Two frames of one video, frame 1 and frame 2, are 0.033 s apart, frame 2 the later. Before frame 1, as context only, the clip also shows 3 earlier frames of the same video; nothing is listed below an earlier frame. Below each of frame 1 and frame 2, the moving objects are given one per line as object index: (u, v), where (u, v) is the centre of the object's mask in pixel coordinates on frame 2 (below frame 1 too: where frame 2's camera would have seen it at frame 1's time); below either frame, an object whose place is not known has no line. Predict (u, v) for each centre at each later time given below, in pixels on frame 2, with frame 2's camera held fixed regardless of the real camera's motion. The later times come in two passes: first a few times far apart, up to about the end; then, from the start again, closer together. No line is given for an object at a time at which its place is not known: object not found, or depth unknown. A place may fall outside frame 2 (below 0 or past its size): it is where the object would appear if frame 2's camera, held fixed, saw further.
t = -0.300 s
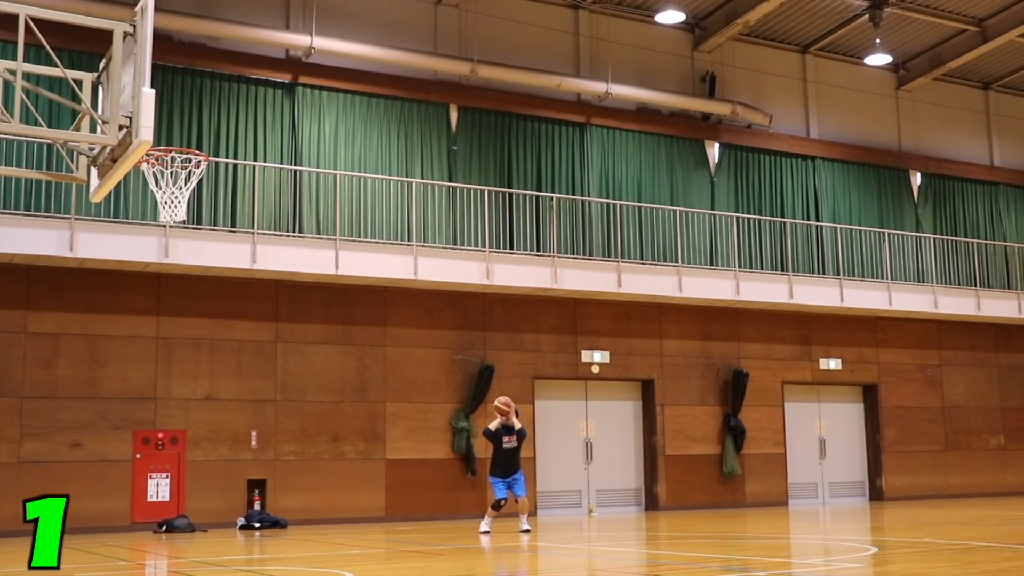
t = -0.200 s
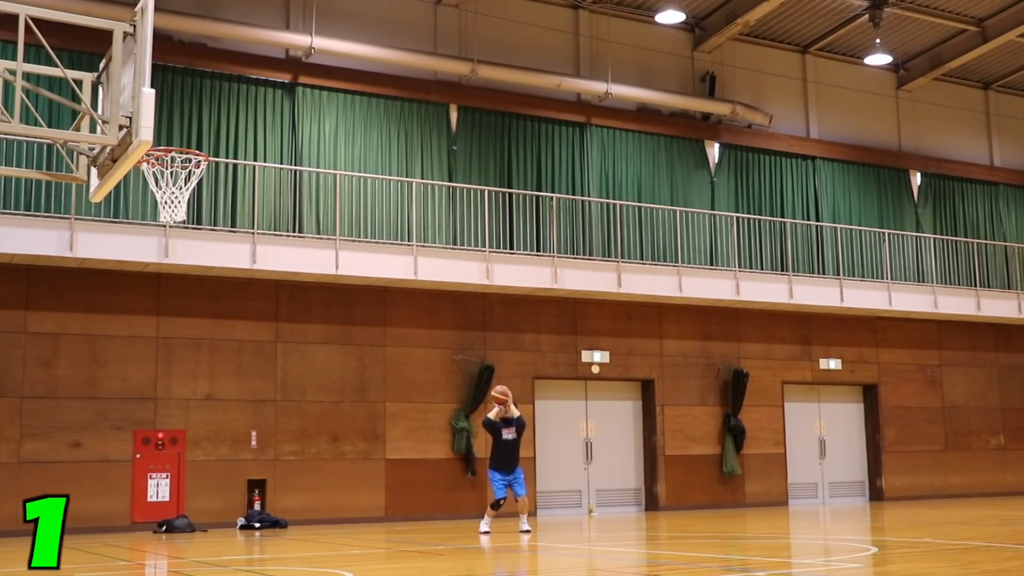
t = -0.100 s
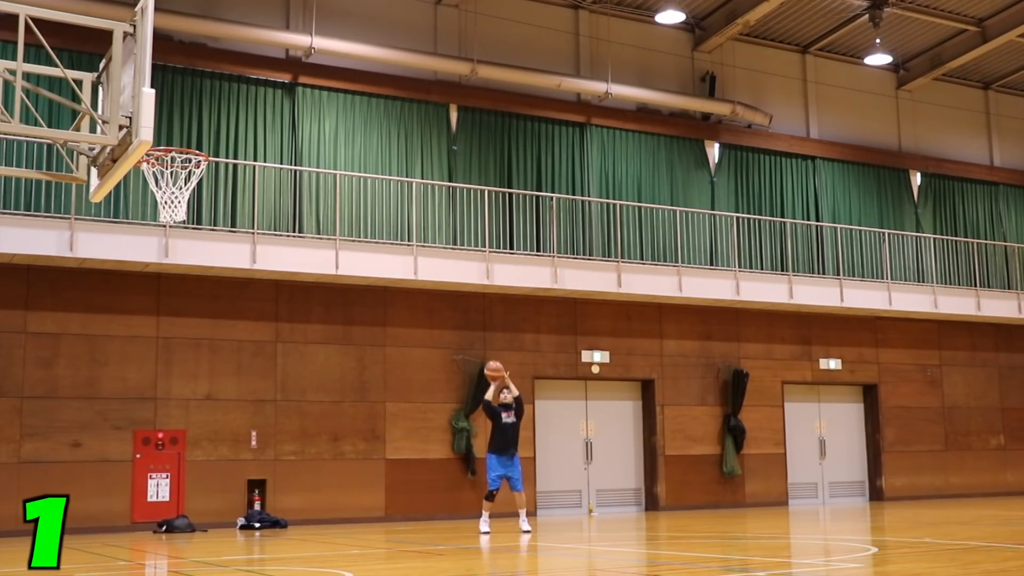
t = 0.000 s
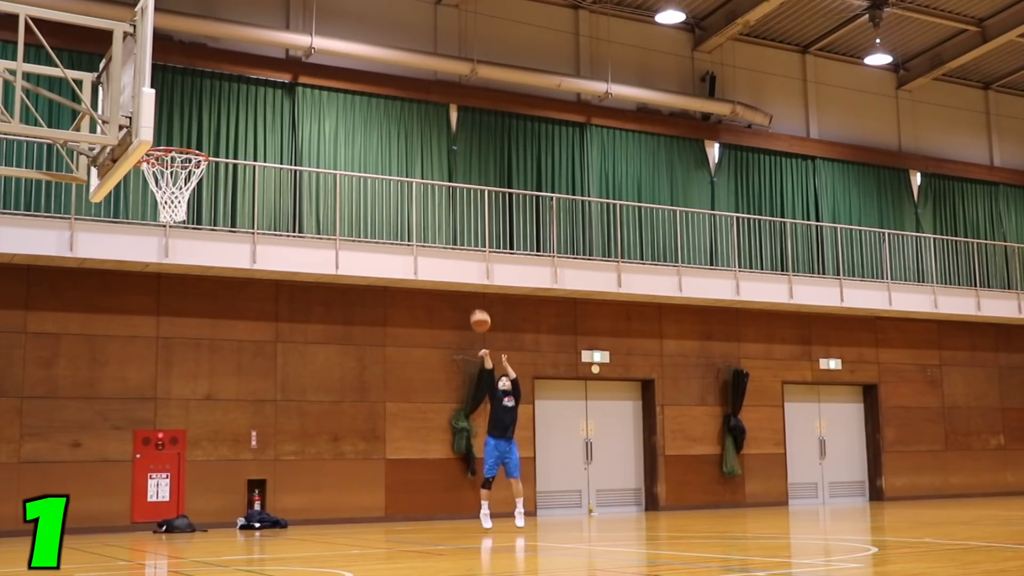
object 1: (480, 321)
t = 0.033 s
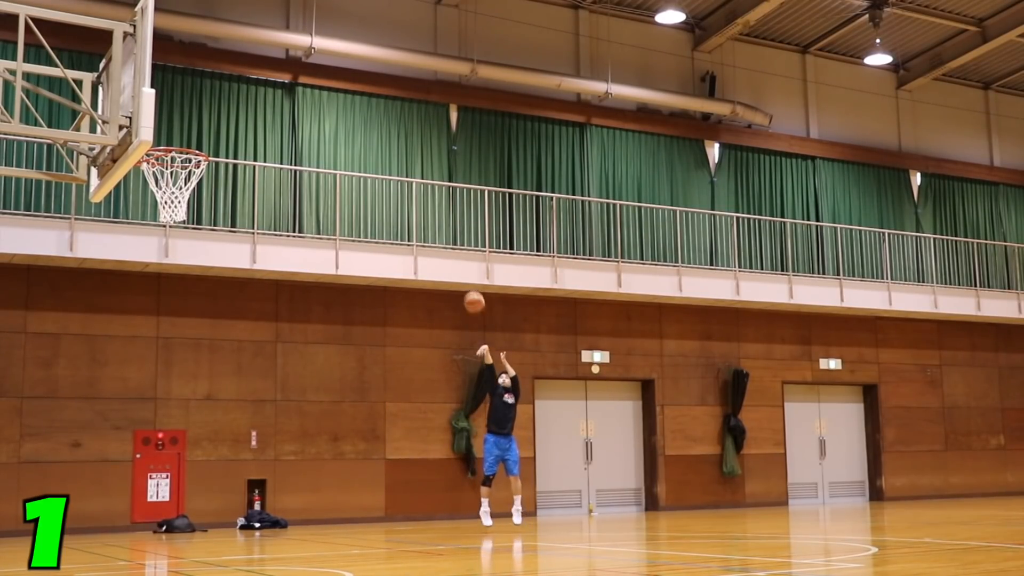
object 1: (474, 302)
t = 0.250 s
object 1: (434, 198)
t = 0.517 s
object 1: (377, 108)
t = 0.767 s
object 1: (311, 71)
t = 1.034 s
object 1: (222, 100)
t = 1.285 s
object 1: (192, 203)
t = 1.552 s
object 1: (197, 199)
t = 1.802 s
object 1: (186, 273)
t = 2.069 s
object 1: (169, 451)
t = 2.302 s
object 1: (114, 479)
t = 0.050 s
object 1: (471, 294)
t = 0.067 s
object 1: (468, 285)
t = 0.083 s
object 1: (465, 276)
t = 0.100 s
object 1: (462, 268)
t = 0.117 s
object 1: (459, 259)
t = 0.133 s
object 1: (456, 250)
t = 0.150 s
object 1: (453, 243)
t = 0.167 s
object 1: (450, 234)
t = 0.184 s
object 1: (447, 227)
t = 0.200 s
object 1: (444, 220)
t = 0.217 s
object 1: (441, 213)
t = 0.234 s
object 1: (437, 205)
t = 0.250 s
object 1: (434, 198)
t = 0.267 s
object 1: (431, 191)
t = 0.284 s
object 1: (428, 184)
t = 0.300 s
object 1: (424, 177)
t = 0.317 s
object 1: (421, 171)
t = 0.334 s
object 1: (417, 165)
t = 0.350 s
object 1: (414, 159)
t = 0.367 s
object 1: (410, 153)
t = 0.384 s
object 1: (407, 147)
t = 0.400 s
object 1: (403, 141)
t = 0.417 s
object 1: (400, 136)
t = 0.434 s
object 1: (396, 131)
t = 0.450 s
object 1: (392, 126)
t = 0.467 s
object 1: (389, 121)
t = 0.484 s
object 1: (385, 116)
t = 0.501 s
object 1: (381, 112)
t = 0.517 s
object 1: (377, 108)
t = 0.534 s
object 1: (373, 103)
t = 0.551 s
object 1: (368, 99)
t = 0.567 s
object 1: (365, 96)
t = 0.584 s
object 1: (361, 93)
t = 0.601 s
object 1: (356, 89)
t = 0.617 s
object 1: (352, 86)
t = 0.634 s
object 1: (347, 83)
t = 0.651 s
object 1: (343, 81)
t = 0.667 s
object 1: (339, 79)
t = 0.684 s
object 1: (334, 77)
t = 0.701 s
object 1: (329, 75)
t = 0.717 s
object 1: (325, 73)
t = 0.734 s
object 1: (320, 71)
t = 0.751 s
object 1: (315, 71)
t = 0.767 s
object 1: (311, 71)
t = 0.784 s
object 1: (306, 70)
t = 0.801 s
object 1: (301, 70)
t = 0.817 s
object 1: (296, 70)
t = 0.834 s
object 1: (291, 70)
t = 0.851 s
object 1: (286, 71)
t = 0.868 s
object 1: (281, 72)
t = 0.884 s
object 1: (275, 74)
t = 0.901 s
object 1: (269, 75)
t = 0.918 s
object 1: (264, 77)
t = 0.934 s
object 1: (258, 79)
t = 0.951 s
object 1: (252, 82)
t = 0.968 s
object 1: (247, 84)
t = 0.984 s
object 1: (240, 88)
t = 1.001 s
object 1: (234, 91)
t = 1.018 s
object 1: (229, 95)
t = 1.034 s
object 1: (222, 100)
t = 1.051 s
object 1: (215, 105)
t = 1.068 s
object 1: (209, 110)
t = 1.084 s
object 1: (202, 115)
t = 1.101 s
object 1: (195, 122)
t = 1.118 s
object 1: (188, 128)
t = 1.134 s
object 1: (181, 134)
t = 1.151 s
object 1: (173, 138)
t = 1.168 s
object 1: (168, 141)
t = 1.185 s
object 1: (163, 158)
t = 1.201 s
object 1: (169, 169)
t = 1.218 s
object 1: (176, 177)
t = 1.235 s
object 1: (184, 187)
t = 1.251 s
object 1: (188, 196)
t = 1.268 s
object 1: (191, 207)
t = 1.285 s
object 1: (192, 203)
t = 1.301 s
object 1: (196, 202)
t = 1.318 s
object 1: (197, 200)
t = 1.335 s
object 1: (196, 198)
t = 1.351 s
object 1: (197, 195)
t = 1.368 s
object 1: (196, 194)
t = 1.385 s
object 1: (198, 194)
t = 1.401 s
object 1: (198, 194)
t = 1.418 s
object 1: (197, 187)
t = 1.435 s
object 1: (199, 193)
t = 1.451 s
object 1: (196, 188)
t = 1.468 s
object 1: (201, 195)
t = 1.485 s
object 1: (201, 197)
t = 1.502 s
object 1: (202, 199)
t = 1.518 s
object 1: (201, 201)
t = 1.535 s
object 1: (200, 203)
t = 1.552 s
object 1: (197, 199)
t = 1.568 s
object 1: (198, 206)
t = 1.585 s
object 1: (198, 207)
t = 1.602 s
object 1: (197, 208)
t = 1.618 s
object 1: (196, 209)
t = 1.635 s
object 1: (195, 212)
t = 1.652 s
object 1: (195, 217)
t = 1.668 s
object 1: (193, 222)
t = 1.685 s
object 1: (193, 225)
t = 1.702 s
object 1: (192, 231)
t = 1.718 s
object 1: (191, 237)
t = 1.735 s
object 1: (190, 243)
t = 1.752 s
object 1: (189, 249)
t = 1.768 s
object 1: (187, 257)
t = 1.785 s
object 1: (186, 265)
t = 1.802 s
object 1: (186, 273)
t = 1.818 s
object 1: (184, 281)
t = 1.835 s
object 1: (184, 289)
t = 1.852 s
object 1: (183, 298)
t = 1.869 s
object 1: (181, 307)
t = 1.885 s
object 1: (180, 316)
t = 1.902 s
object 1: (179, 326)
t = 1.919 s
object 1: (178, 338)
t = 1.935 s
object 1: (177, 349)
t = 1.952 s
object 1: (176, 360)
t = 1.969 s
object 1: (175, 371)
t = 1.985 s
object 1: (174, 384)
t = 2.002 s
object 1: (173, 397)
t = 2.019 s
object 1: (171, 410)
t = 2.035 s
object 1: (171, 423)
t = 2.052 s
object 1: (169, 438)
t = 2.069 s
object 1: (169, 451)
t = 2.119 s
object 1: (156, 461)
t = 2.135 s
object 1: (154, 420)
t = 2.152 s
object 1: (150, 394)
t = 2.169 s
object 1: (147, 382)
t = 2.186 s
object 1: (143, 383)
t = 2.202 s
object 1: (138, 398)
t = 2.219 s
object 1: (134, 427)
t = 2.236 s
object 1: (128, 471)
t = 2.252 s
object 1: (123, 532)
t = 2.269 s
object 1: (119, 547)
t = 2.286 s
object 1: (117, 507)
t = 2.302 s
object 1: (114, 479)
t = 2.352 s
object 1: (103, 487)
